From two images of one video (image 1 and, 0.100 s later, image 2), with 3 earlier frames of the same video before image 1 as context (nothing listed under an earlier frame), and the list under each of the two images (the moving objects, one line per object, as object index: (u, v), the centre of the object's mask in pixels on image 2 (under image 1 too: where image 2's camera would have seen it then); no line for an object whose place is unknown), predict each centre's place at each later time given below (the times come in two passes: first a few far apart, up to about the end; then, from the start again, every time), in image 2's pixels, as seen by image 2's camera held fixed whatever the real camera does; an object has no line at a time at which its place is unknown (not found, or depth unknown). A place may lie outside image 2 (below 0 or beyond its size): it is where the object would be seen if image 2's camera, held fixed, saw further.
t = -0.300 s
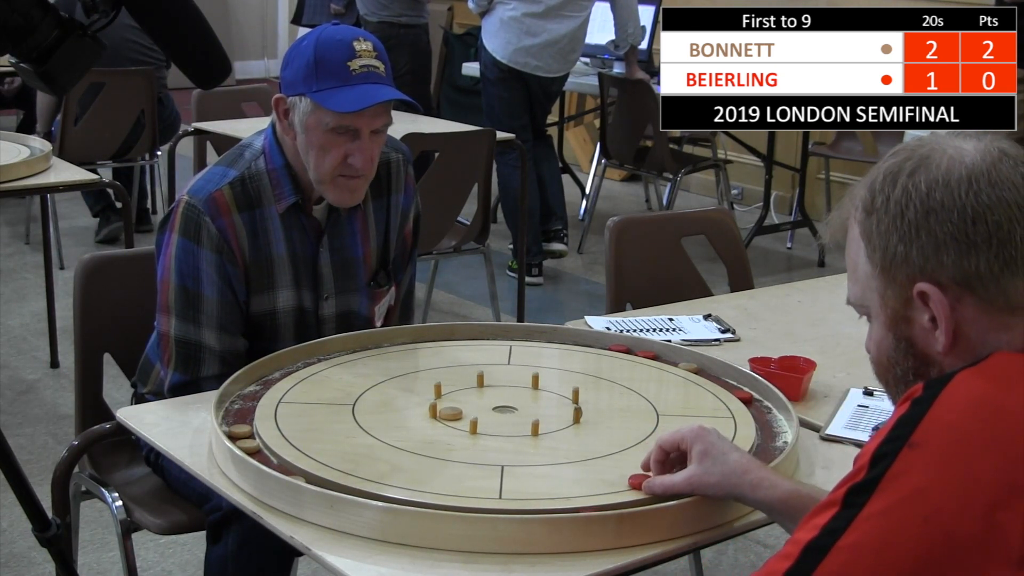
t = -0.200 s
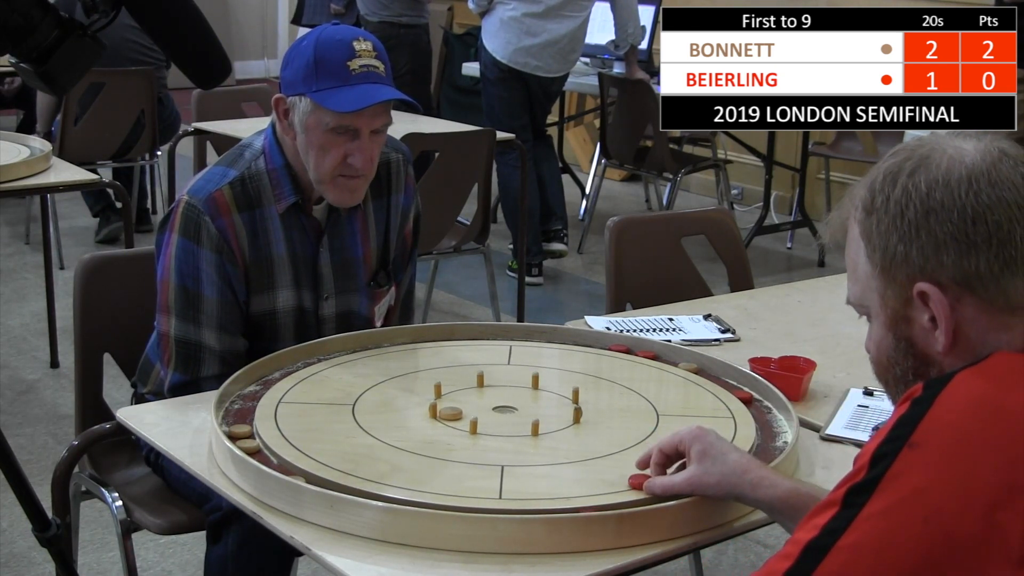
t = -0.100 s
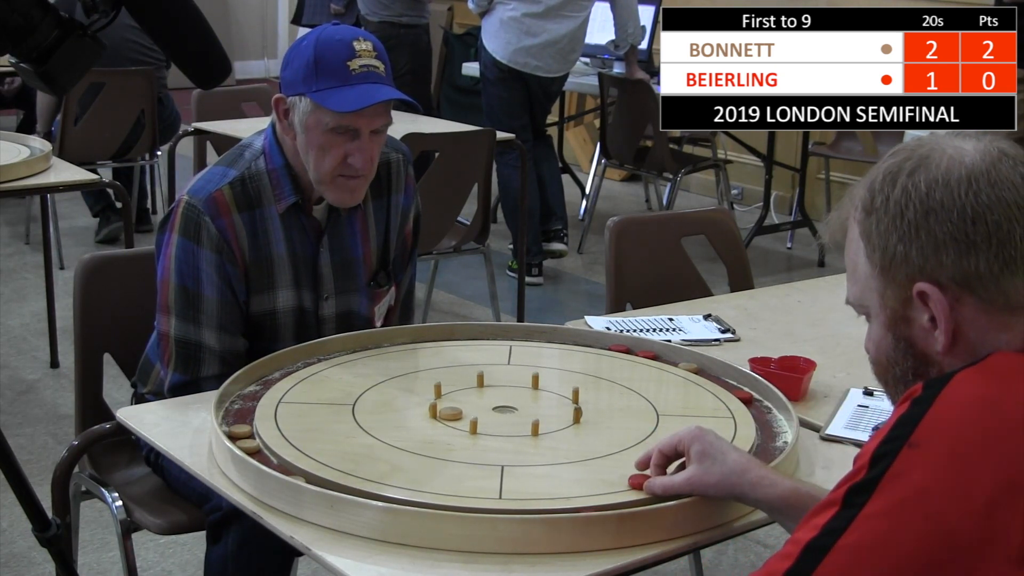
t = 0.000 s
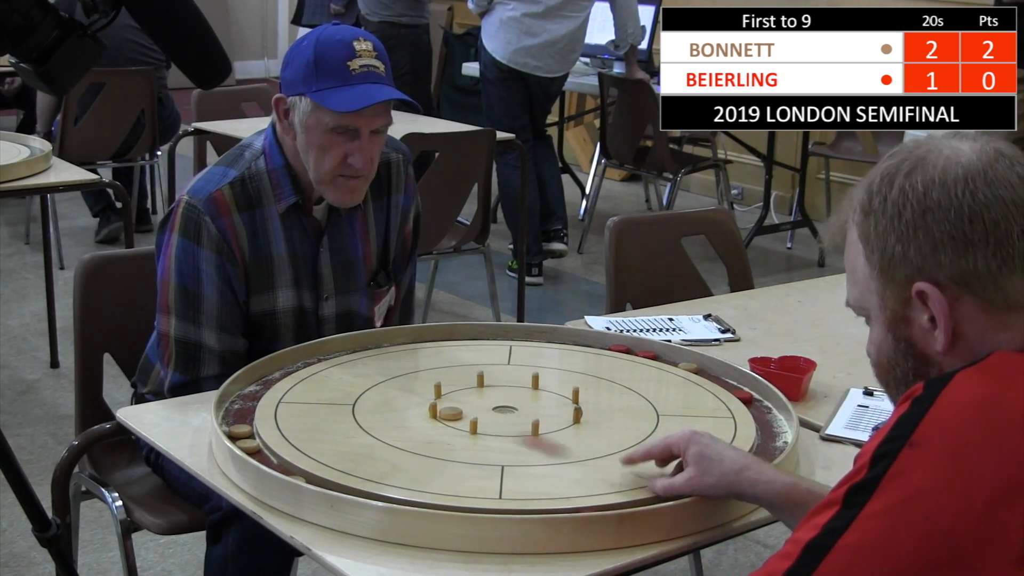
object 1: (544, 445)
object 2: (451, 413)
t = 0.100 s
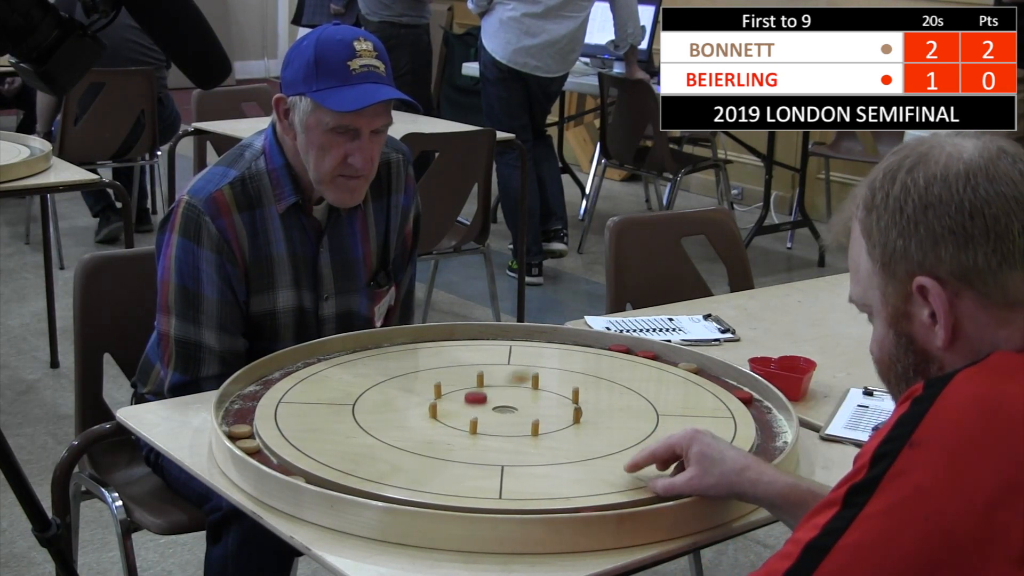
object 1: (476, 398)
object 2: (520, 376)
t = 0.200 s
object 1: (476, 398)
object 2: (594, 342)
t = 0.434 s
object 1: (470, 417)
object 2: (613, 346)
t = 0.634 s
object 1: (468, 408)
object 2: (614, 348)
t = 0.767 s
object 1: (468, 407)
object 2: (614, 348)
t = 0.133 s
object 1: (477, 390)
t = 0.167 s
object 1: (477, 392)
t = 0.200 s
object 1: (476, 398)
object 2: (594, 342)
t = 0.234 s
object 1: (475, 404)
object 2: (604, 340)
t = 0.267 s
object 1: (474, 409)
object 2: (606, 344)
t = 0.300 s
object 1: (473, 413)
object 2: (609, 344)
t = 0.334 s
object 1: (472, 417)
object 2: (612, 343)
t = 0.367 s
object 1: (470, 423)
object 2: (611, 346)
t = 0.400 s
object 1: (470, 420)
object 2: (611, 346)
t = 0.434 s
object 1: (470, 417)
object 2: (613, 346)
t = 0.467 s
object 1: (469, 415)
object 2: (614, 347)
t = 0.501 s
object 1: (469, 413)
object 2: (613, 348)
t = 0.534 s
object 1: (469, 411)
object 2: (612, 348)
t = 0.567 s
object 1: (468, 410)
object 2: (613, 348)
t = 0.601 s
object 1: (468, 409)
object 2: (613, 348)
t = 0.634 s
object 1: (468, 408)
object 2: (614, 348)
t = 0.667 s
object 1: (468, 407)
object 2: (614, 348)
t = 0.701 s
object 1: (468, 407)
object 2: (614, 348)
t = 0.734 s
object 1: (468, 407)
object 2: (614, 348)
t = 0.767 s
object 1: (468, 407)
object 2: (614, 348)
